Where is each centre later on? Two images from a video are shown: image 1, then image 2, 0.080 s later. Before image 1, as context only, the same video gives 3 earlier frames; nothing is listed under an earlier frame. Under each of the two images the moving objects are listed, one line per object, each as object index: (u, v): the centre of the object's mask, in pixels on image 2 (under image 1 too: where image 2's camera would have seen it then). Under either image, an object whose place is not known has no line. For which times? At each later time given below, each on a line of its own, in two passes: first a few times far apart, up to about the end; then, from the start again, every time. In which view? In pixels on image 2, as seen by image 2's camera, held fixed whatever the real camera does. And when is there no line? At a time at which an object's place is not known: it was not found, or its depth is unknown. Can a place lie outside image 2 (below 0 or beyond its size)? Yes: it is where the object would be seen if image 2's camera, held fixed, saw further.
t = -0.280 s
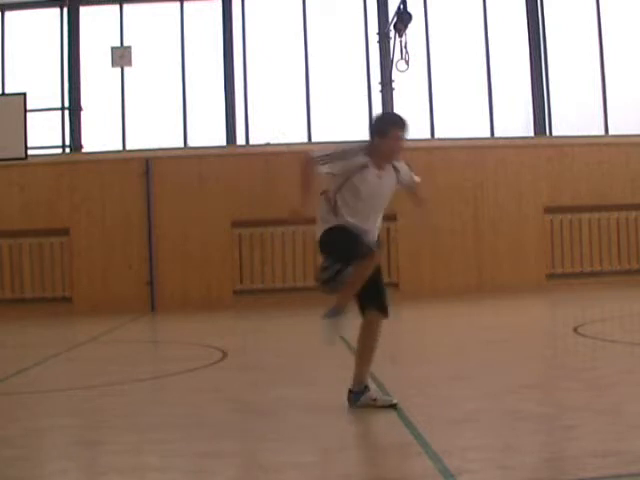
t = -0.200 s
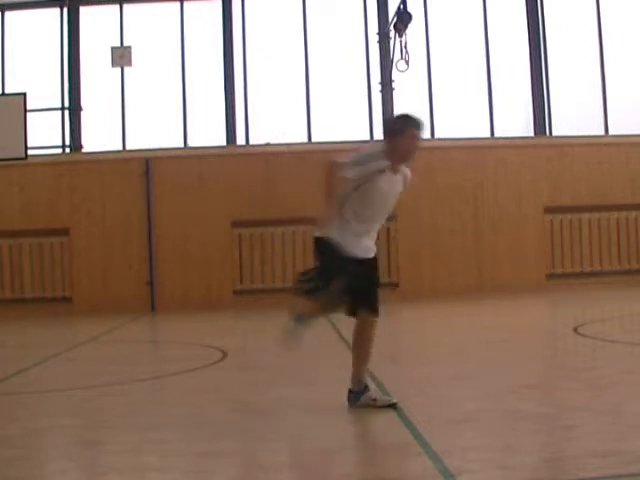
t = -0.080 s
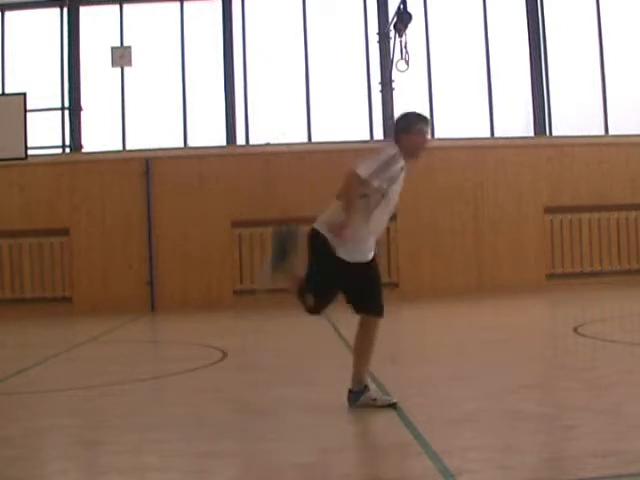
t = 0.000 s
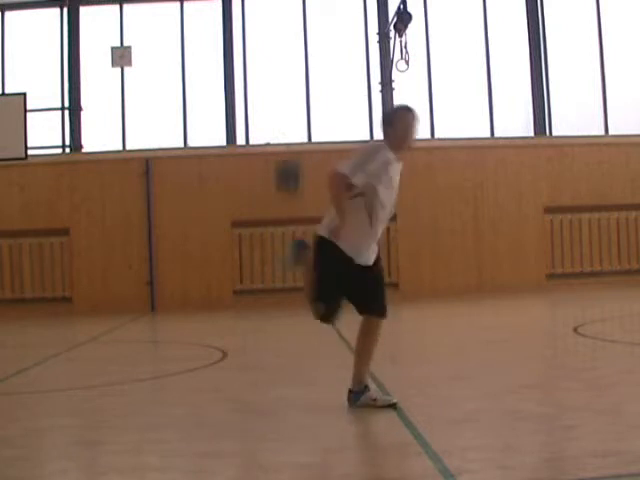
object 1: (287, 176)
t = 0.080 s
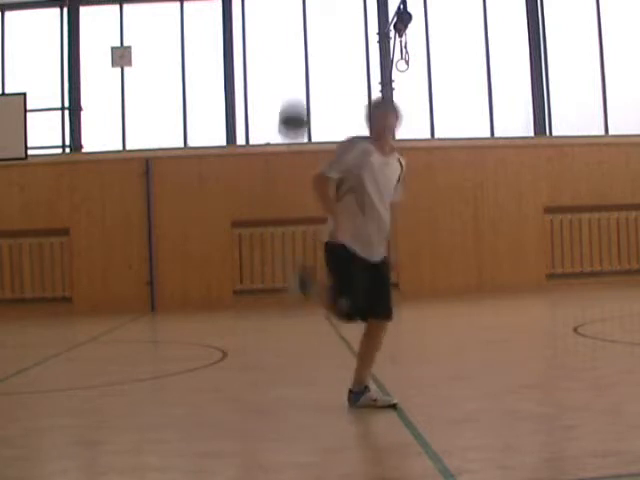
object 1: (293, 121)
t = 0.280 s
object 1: (306, 32)
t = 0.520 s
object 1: (323, 10)
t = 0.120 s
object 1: (295, 98)
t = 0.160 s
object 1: (298, 78)
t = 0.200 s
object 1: (300, 60)
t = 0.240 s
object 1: (303, 44)
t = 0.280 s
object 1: (306, 32)
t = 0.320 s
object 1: (308, 21)
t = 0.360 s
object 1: (311, 14)
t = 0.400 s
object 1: (314, 11)
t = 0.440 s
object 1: (317, 9)
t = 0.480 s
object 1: (320, 9)
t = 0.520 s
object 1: (323, 10)
